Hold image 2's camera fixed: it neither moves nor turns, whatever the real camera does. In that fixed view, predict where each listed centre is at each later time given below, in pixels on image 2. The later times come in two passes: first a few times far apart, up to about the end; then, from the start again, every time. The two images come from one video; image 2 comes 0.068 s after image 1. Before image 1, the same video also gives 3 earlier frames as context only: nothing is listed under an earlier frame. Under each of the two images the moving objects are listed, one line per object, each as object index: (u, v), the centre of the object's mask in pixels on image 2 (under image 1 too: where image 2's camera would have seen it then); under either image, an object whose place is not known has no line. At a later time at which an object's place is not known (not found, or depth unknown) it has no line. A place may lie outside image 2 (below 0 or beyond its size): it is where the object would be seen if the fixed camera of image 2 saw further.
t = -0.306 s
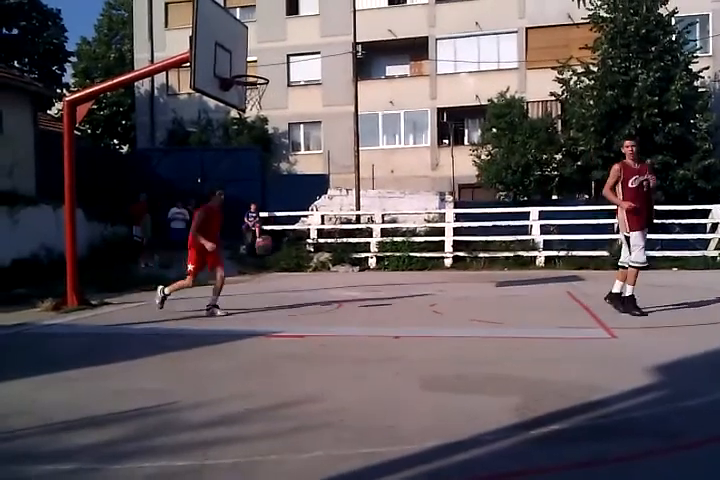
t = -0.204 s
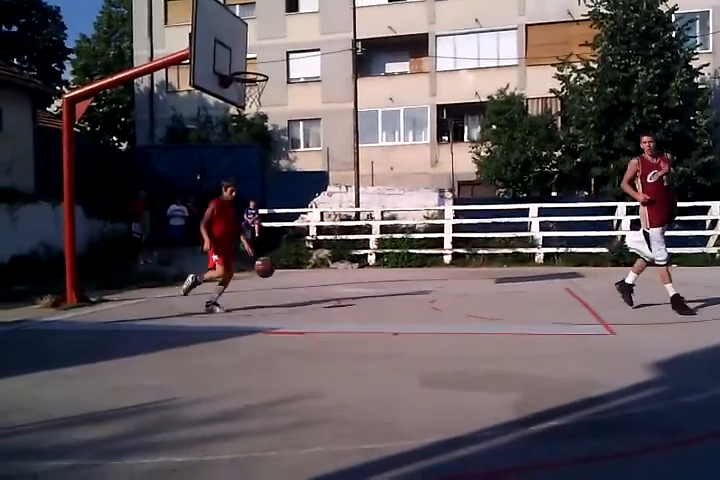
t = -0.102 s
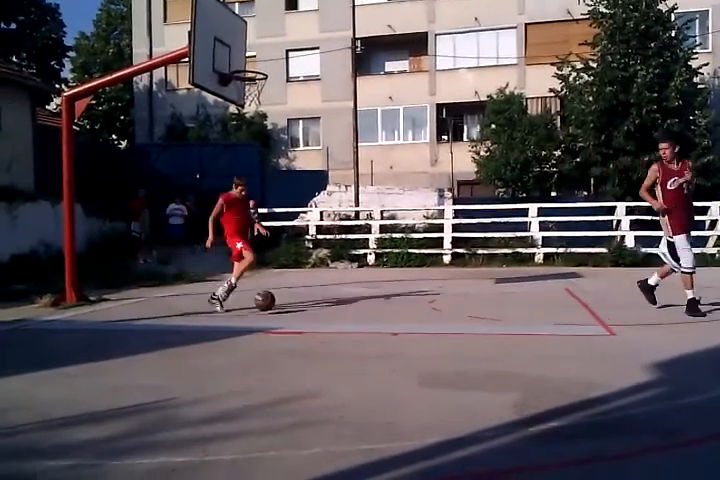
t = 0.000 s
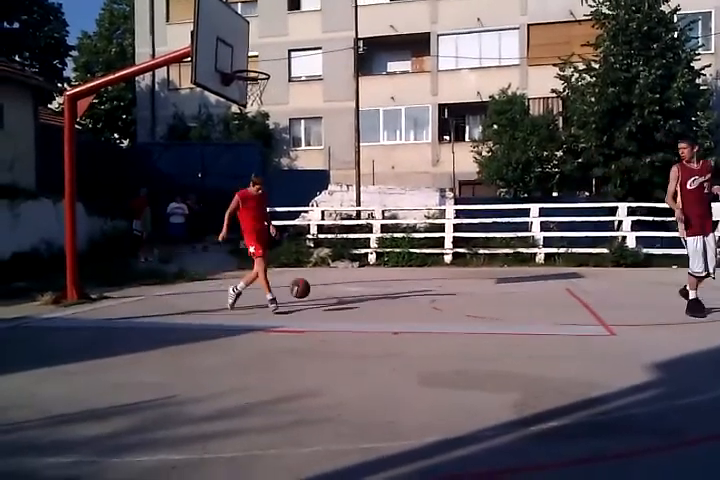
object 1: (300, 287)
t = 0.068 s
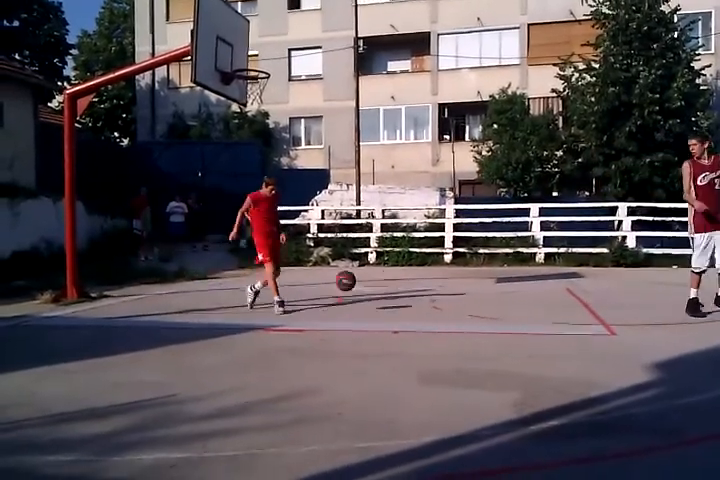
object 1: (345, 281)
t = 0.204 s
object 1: (438, 280)
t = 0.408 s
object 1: (583, 305)
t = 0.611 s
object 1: (657, 287)
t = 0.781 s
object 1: (715, 300)
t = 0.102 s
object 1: (368, 279)
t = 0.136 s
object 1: (391, 278)
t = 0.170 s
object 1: (414, 278)
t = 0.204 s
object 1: (438, 280)
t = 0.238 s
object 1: (462, 281)
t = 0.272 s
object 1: (486, 284)
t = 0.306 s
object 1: (509, 289)
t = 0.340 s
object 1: (534, 291)
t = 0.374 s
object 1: (558, 297)
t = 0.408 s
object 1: (583, 305)
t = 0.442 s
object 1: (596, 300)
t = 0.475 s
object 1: (608, 295)
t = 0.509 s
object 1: (620, 291)
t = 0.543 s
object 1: (632, 288)
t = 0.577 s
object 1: (645, 287)
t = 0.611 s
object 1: (657, 287)
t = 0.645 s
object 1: (668, 287)
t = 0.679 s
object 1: (680, 289)
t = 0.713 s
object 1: (691, 291)
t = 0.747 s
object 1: (703, 295)
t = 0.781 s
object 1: (715, 300)
